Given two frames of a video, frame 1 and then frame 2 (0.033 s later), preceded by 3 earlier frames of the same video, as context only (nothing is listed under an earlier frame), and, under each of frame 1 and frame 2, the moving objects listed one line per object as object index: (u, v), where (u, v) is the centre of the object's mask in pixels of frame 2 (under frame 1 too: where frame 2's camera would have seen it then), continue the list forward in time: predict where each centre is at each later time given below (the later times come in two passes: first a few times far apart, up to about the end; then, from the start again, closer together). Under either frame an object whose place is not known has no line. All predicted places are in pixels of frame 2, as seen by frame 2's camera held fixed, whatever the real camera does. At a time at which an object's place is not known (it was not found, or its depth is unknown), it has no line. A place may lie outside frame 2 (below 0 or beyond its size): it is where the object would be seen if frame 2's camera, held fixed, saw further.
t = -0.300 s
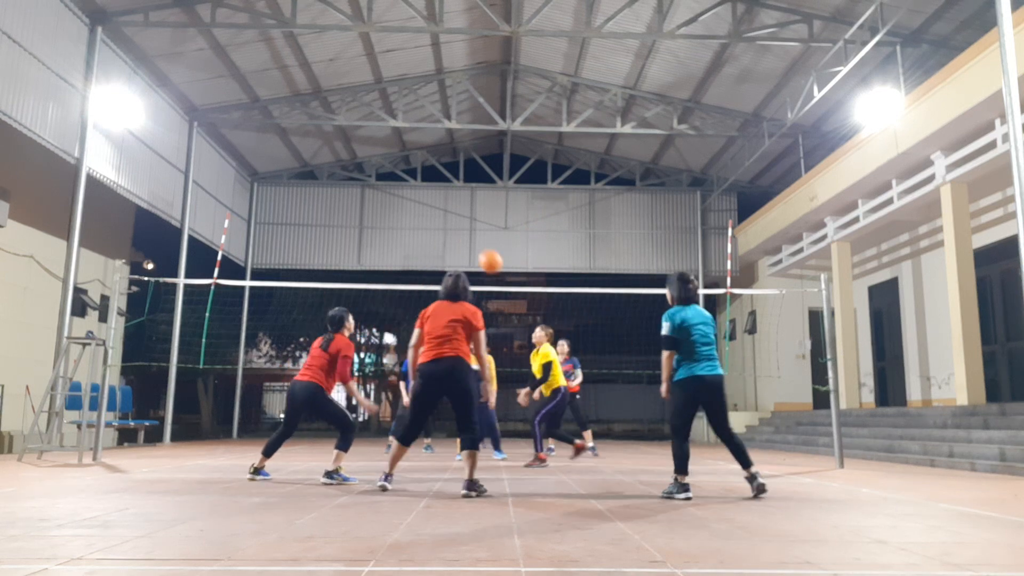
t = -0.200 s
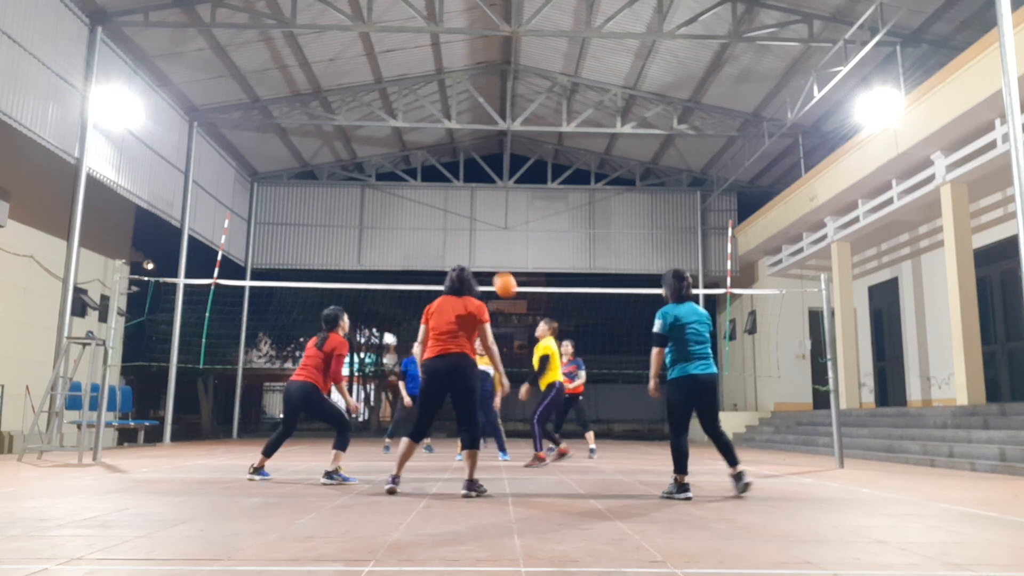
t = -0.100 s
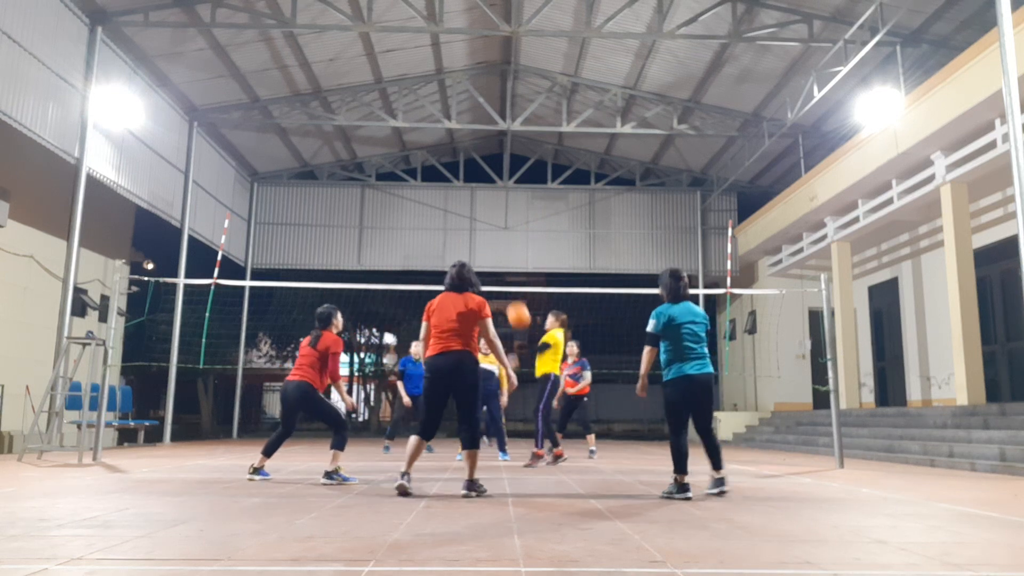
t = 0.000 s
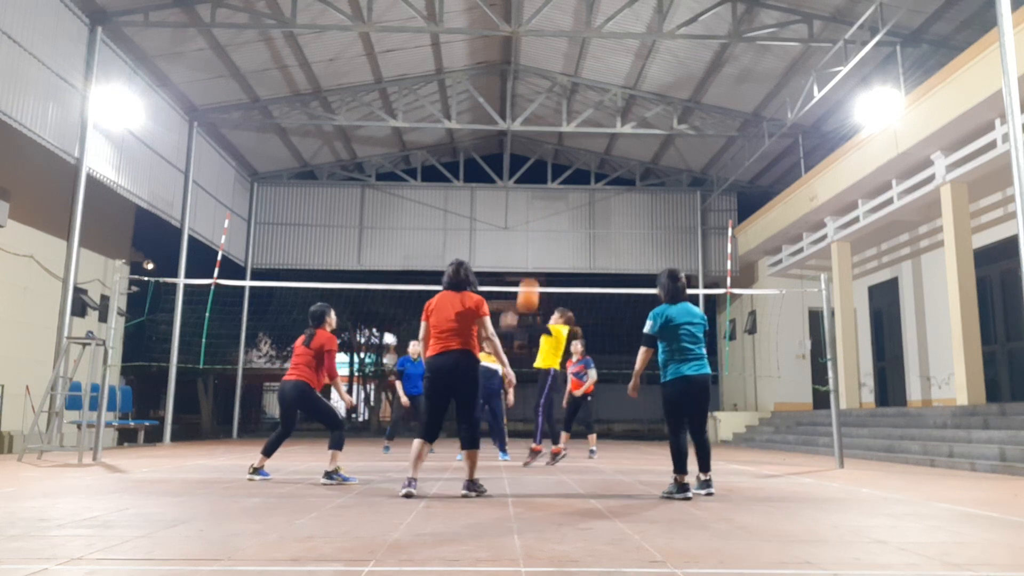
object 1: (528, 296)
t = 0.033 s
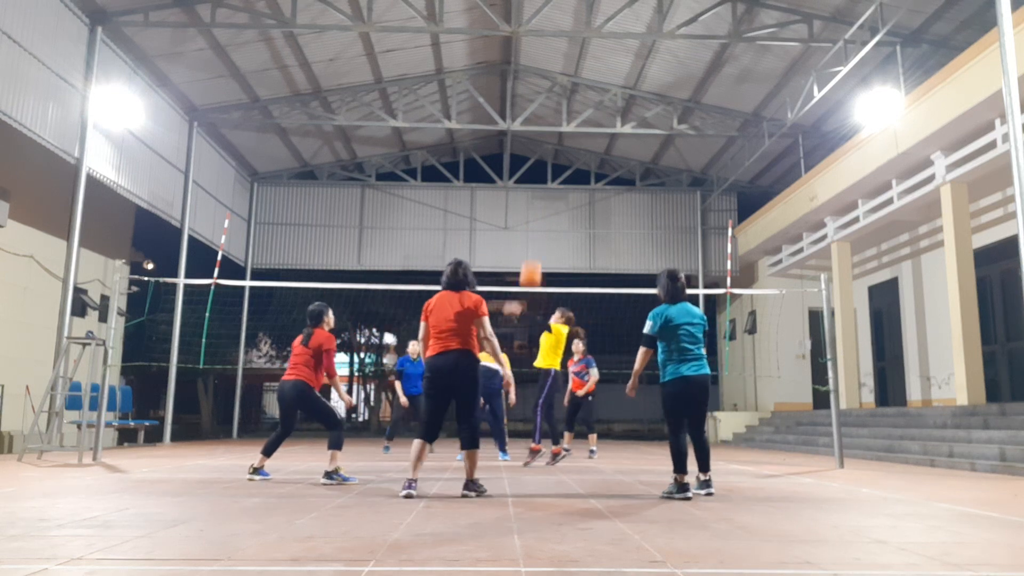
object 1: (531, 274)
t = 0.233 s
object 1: (544, 171)
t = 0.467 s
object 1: (556, 96)
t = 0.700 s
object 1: (569, 67)
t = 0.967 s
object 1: (582, 89)
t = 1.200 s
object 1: (593, 158)
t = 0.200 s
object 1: (542, 185)
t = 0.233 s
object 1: (544, 171)
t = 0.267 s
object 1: (545, 158)
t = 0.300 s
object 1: (547, 145)
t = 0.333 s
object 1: (549, 133)
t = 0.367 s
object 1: (551, 123)
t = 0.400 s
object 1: (552, 113)
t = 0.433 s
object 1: (555, 103)
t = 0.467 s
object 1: (556, 96)
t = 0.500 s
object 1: (558, 89)
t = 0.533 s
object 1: (560, 83)
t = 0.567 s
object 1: (562, 79)
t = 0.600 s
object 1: (563, 74)
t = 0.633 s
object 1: (565, 71)
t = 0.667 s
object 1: (567, 69)
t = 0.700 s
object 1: (569, 67)
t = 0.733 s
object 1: (570, 66)
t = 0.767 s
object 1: (572, 67)
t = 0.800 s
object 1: (573, 68)
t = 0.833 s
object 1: (575, 70)
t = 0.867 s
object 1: (577, 74)
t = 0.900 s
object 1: (578, 78)
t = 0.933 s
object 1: (580, 83)
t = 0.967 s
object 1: (582, 89)
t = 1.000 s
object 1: (583, 96)
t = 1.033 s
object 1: (585, 103)
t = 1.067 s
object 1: (586, 112)
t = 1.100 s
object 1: (588, 122)
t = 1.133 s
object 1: (590, 134)
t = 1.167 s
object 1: (592, 146)
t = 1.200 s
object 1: (593, 158)
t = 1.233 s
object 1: (595, 172)
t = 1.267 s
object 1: (597, 187)
